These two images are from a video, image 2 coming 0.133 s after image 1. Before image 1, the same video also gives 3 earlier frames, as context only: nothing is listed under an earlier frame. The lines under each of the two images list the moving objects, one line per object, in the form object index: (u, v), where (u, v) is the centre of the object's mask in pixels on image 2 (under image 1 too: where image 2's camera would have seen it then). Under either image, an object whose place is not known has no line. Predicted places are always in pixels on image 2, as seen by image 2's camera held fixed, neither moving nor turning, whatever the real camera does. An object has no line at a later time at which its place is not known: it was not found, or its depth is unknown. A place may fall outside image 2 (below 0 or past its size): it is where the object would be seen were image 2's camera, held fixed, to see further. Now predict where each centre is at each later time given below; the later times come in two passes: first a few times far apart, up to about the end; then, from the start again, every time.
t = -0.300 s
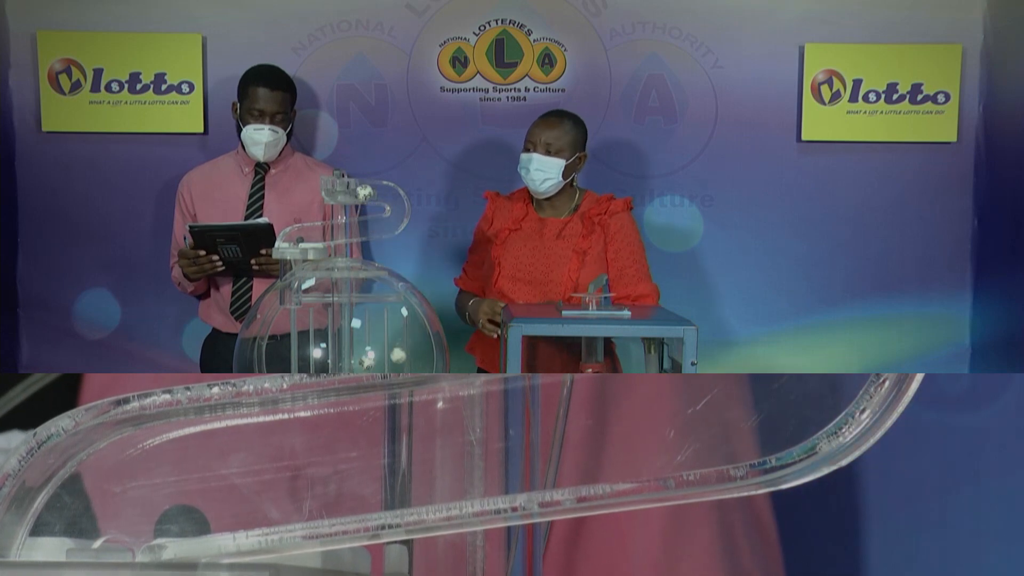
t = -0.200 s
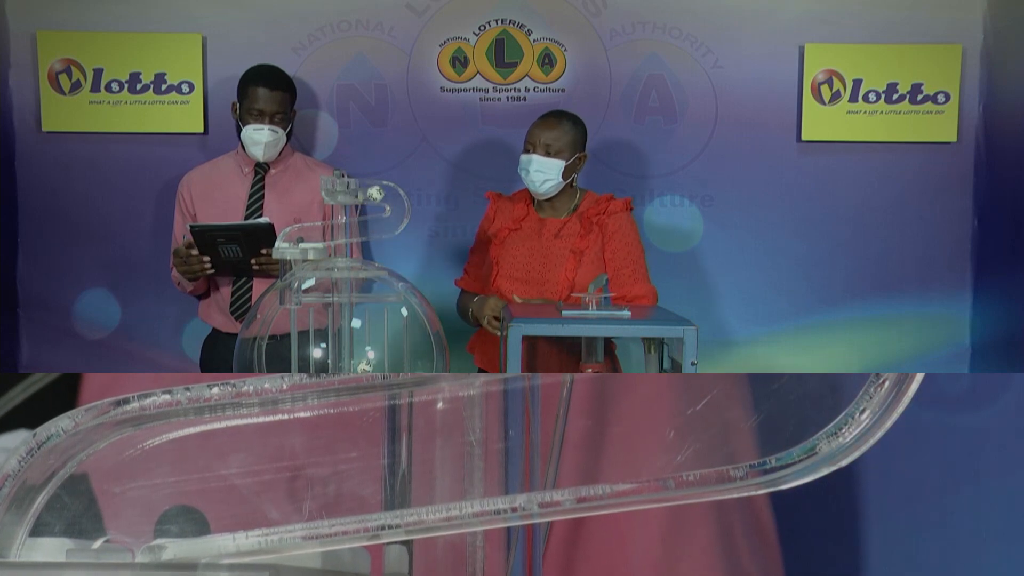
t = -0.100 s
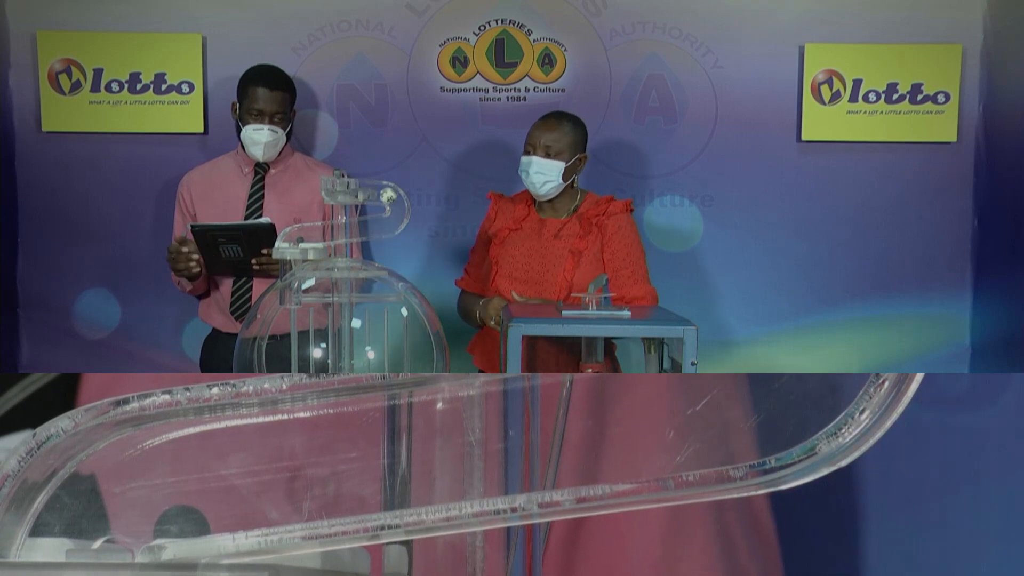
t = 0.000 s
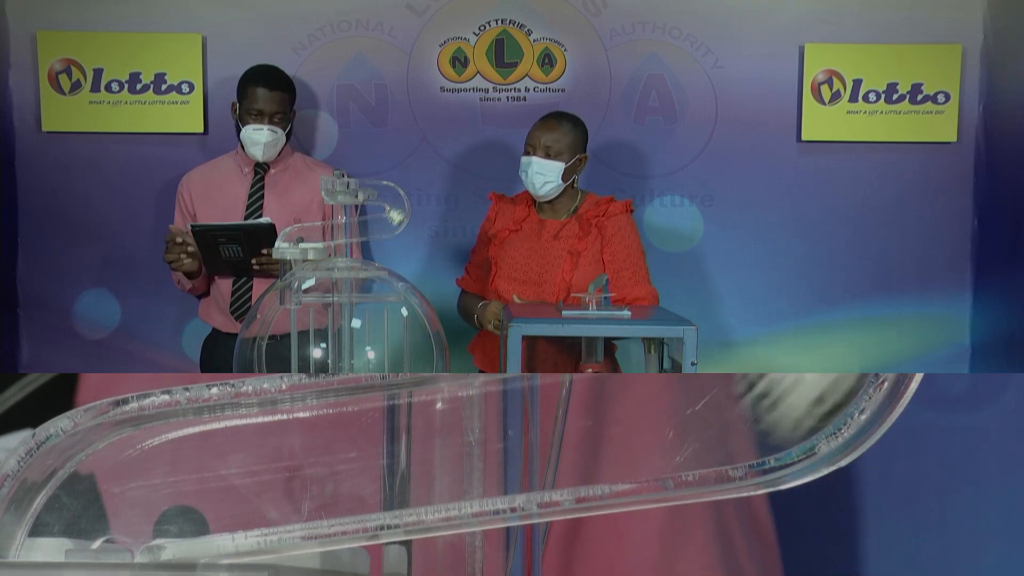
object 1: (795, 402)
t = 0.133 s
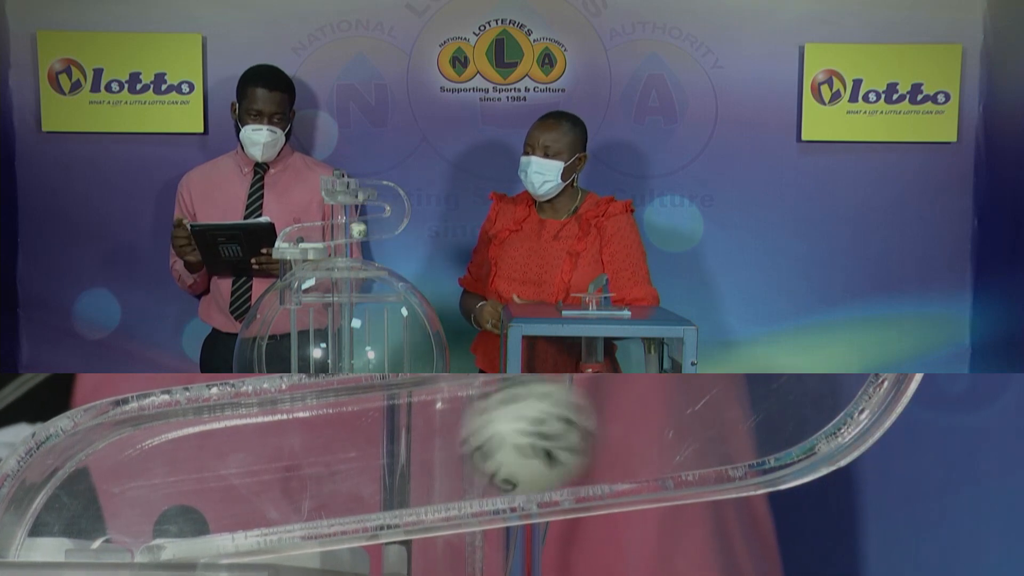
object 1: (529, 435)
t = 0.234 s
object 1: (342, 463)
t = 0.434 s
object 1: (205, 477)
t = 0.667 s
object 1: (244, 473)
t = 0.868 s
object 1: (185, 482)
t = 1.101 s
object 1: (133, 491)
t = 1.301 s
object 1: (133, 492)
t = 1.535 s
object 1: (133, 492)
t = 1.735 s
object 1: (133, 492)
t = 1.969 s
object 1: (133, 492)
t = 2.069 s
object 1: (133, 492)
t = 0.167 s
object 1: (466, 443)
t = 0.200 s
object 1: (403, 453)
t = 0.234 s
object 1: (342, 463)
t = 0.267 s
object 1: (278, 471)
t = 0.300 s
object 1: (215, 481)
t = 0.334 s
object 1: (151, 487)
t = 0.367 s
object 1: (146, 487)
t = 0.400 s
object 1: (183, 481)
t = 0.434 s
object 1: (205, 477)
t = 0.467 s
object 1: (218, 476)
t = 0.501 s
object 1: (228, 475)
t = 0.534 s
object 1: (236, 474)
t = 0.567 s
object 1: (242, 473)
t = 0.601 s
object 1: (245, 473)
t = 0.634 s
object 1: (246, 473)
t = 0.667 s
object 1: (244, 473)
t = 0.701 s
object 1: (240, 474)
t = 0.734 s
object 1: (234, 475)
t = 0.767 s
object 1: (226, 476)
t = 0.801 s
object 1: (214, 478)
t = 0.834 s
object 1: (202, 480)
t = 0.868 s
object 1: (185, 482)
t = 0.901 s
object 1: (166, 485)
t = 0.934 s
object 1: (145, 488)
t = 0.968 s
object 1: (129, 490)
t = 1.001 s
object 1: (135, 490)
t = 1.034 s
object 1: (131, 491)
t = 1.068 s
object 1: (132, 491)
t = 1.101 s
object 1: (133, 491)
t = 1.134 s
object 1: (133, 492)
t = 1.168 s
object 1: (134, 491)
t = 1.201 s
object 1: (134, 492)
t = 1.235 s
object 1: (133, 492)
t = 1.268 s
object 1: (133, 492)
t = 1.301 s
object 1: (133, 492)
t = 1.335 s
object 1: (133, 492)
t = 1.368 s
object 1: (133, 492)
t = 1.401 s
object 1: (133, 492)
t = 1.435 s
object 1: (133, 492)
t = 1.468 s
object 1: (133, 492)
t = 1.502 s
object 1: (133, 492)
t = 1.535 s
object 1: (133, 492)
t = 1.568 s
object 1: (133, 492)
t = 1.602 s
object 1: (133, 492)
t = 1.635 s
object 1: (133, 492)
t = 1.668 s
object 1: (133, 492)
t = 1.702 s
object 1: (133, 492)
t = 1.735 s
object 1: (133, 492)
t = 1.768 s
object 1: (133, 492)
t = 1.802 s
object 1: (133, 492)
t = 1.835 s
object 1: (133, 492)
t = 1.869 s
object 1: (133, 492)
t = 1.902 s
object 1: (133, 492)
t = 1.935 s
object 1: (133, 492)
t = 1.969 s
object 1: (133, 492)
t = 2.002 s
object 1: (133, 492)
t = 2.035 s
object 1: (133, 492)
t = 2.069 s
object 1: (133, 492)
